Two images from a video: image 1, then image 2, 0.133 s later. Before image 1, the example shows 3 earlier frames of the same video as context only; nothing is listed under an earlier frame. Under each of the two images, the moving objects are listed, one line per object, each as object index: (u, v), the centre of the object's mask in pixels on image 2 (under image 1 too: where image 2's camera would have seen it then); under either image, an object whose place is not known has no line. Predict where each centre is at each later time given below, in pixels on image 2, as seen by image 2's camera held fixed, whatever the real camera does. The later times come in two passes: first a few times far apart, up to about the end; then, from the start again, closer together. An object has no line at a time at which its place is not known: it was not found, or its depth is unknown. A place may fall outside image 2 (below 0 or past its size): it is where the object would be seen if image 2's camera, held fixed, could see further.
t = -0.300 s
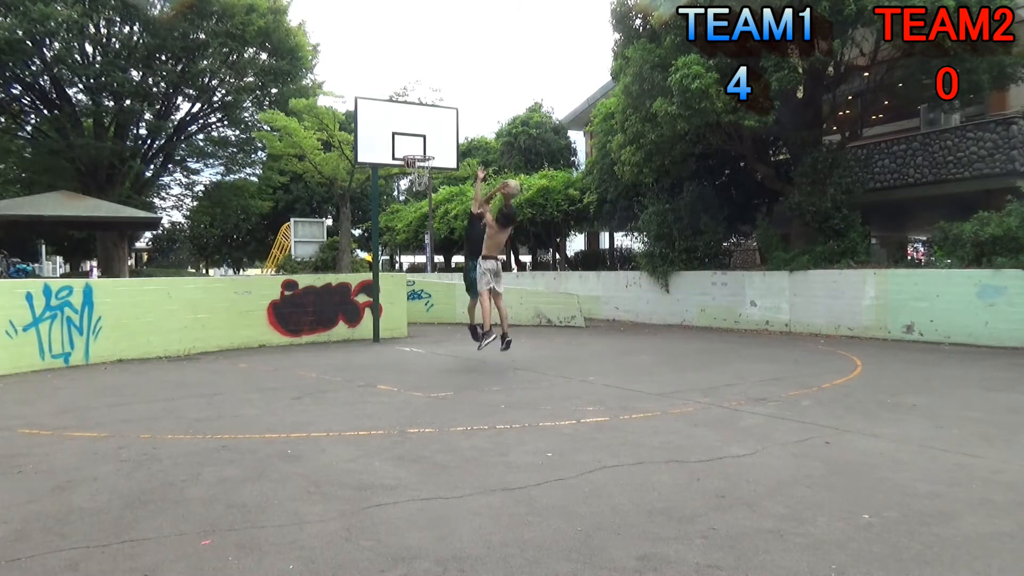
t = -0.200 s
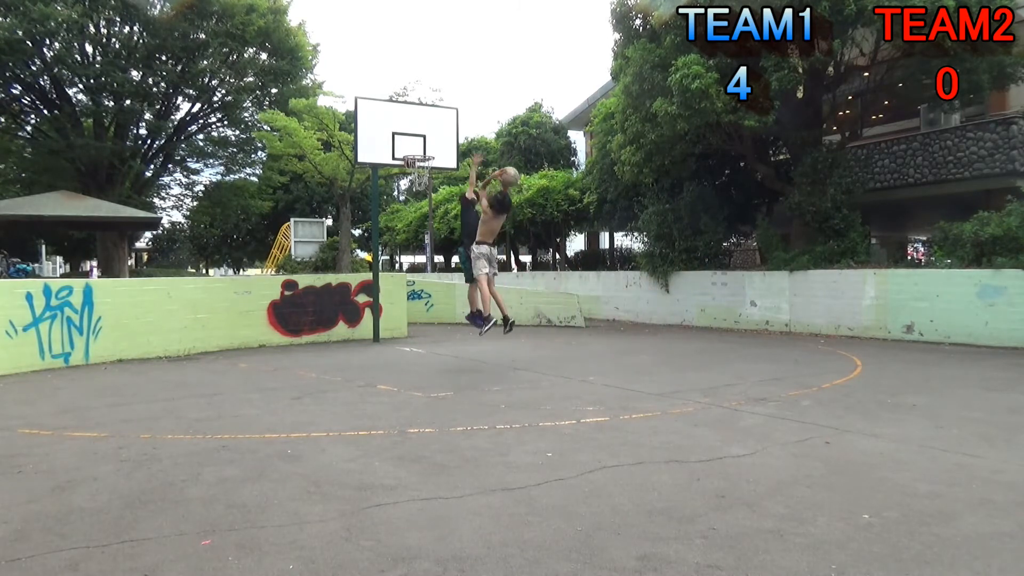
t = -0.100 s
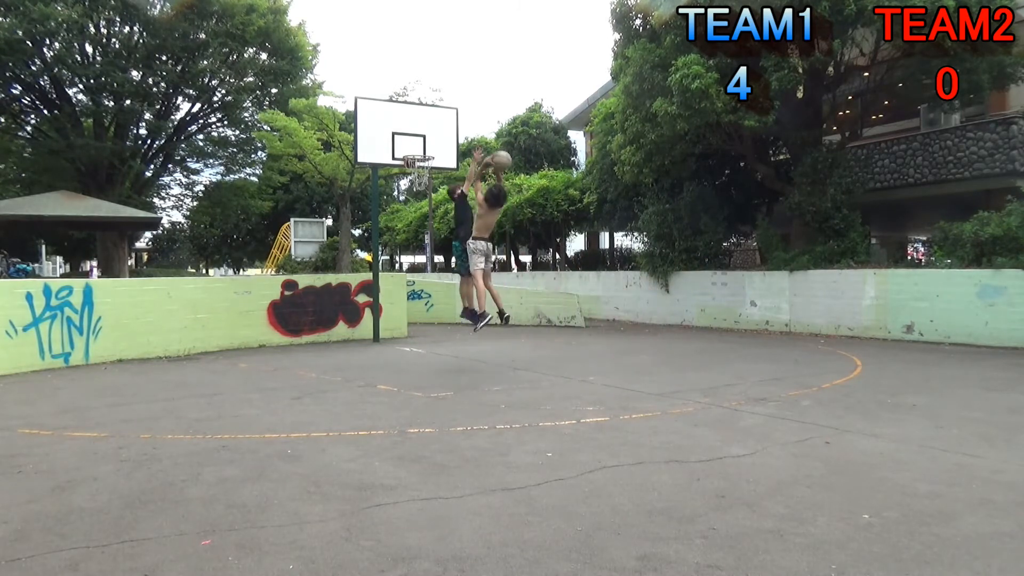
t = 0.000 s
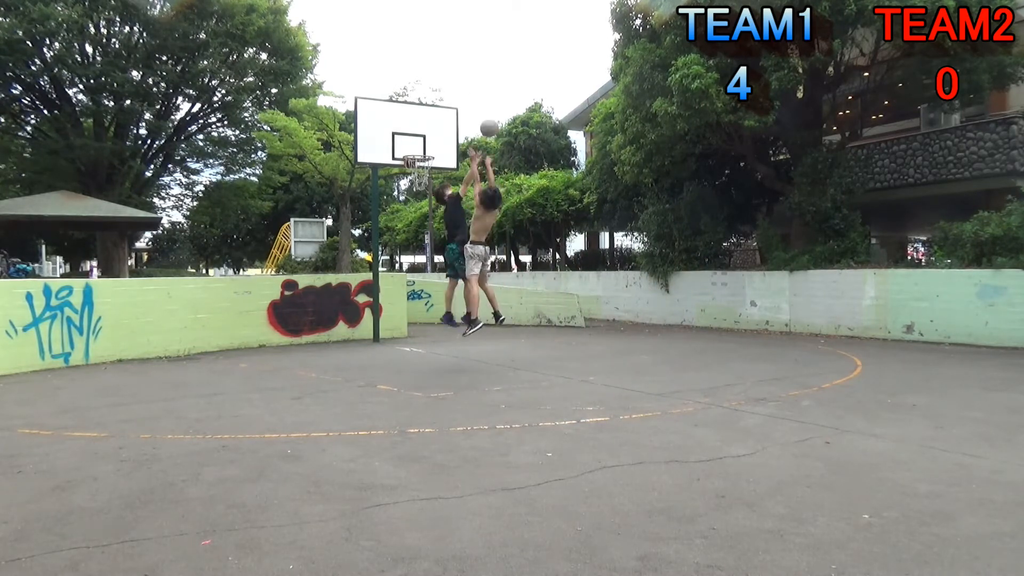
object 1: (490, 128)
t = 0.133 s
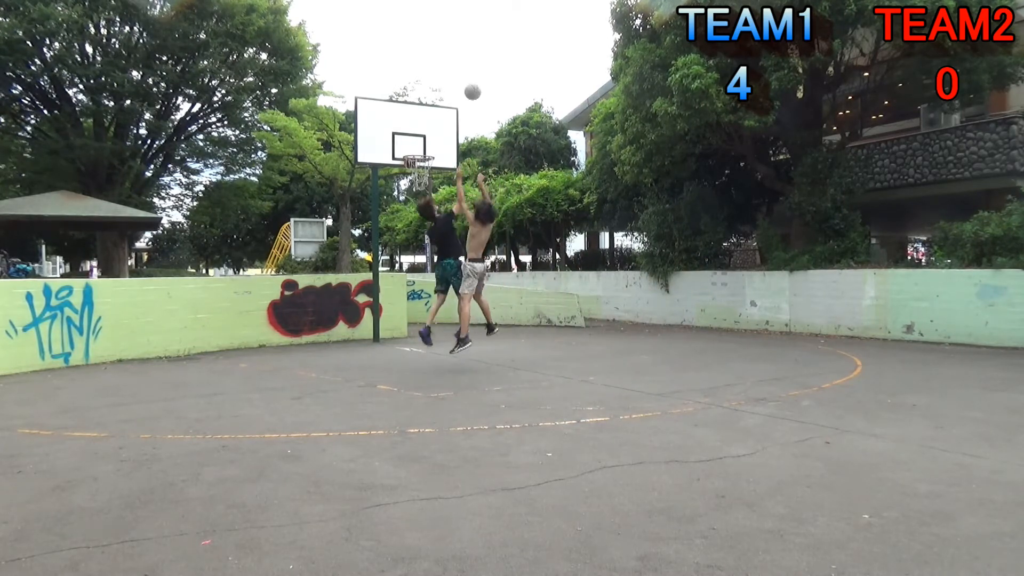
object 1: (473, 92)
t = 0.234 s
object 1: (462, 76)
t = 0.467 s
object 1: (439, 68)
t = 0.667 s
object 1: (423, 90)
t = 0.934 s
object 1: (427, 132)
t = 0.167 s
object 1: (469, 85)
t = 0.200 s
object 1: (466, 80)
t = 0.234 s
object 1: (462, 76)
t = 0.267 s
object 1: (458, 72)
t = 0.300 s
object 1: (455, 69)
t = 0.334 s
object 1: (451, 67)
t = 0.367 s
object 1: (448, 66)
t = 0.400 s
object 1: (445, 66)
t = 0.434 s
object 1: (442, 67)
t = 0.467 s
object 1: (439, 68)
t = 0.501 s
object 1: (436, 70)
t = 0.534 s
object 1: (433, 73)
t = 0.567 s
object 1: (431, 76)
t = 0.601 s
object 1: (428, 80)
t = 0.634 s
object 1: (425, 85)
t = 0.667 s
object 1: (423, 90)
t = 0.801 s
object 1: (417, 113)
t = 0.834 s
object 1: (420, 116)
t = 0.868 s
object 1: (422, 121)
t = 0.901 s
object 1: (425, 126)
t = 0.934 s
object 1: (427, 132)
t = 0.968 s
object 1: (430, 138)
